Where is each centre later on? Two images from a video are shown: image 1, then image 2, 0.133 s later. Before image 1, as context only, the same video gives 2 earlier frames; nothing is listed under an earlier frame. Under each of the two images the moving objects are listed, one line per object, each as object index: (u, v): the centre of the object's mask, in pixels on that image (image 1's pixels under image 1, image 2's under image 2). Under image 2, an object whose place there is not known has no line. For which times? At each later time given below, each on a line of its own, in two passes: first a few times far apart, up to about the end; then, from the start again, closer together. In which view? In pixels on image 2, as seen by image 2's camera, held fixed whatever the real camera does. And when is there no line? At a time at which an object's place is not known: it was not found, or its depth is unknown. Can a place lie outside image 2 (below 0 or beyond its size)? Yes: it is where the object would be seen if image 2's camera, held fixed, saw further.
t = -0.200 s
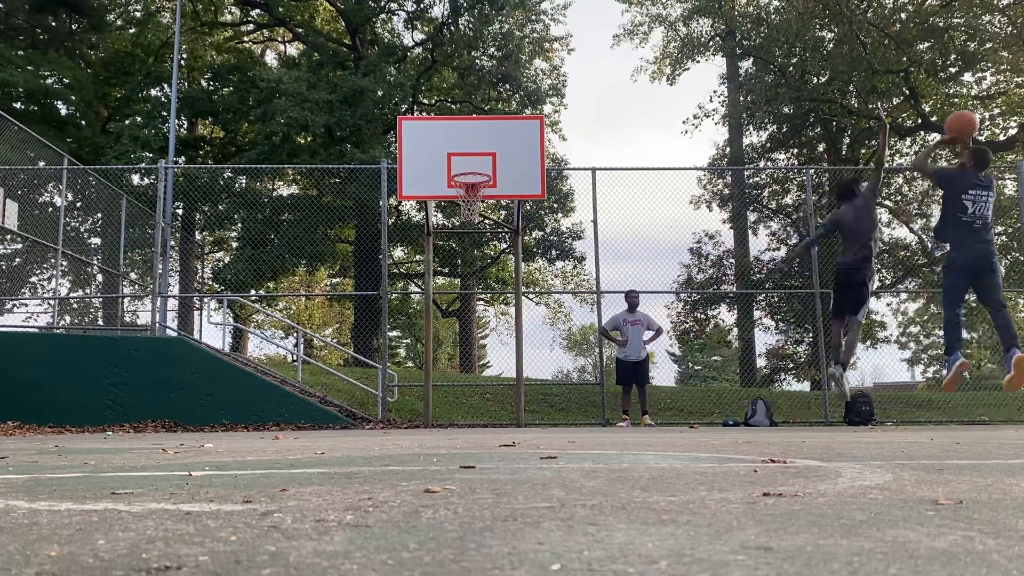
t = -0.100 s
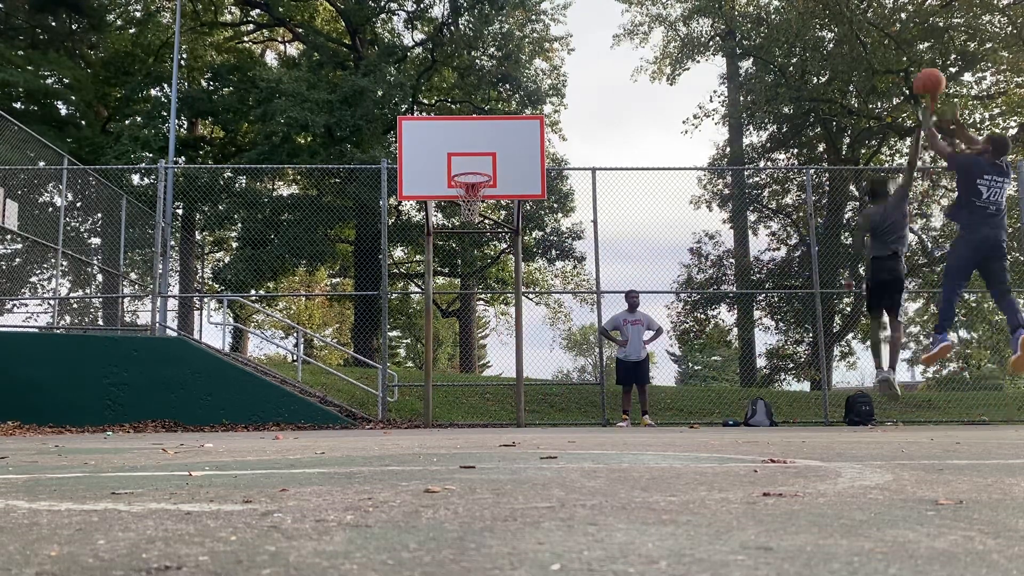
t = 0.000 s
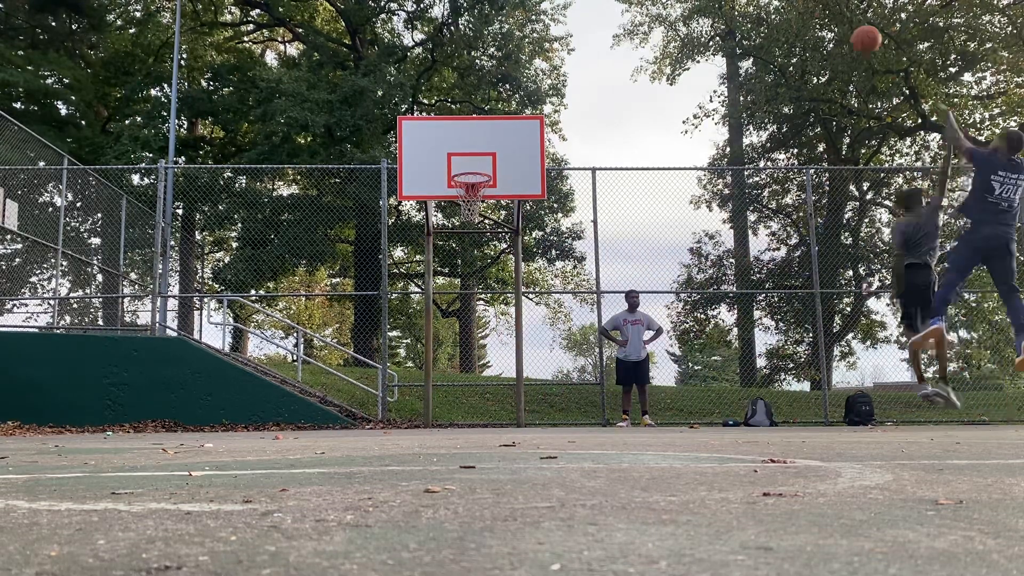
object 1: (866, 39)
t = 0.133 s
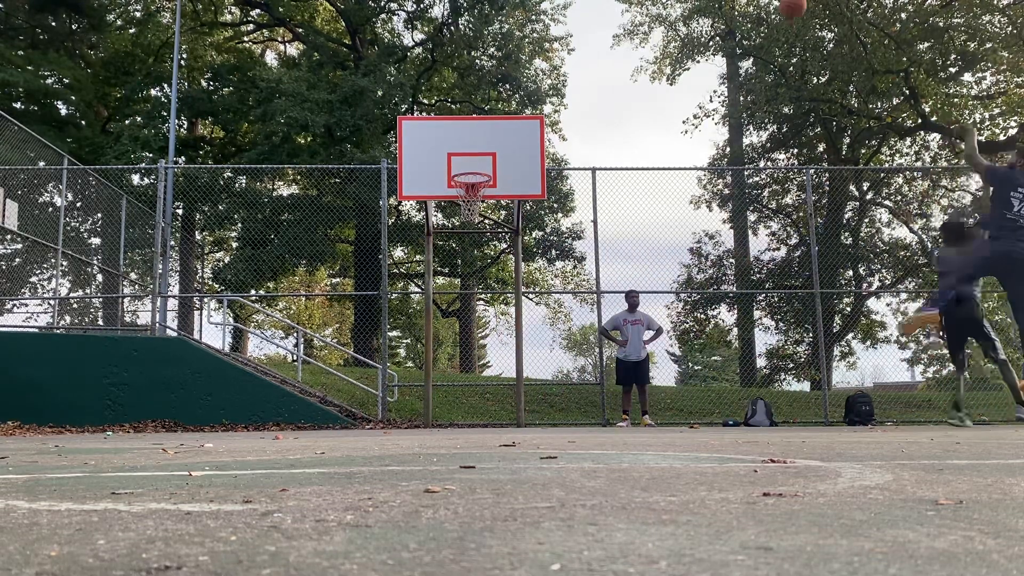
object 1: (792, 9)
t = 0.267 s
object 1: (727, 3)
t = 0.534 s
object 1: (624, 19)
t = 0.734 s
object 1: (560, 74)
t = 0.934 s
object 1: (503, 154)
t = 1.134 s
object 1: (547, 132)
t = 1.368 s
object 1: (629, 112)
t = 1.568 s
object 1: (702, 131)
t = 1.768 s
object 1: (779, 187)
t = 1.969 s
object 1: (863, 283)
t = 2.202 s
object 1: (957, 390)
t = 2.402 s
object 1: (1003, 293)
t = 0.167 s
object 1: (776, 6)
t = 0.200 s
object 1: (760, 5)
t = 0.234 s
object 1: (743, 4)
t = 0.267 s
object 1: (727, 3)
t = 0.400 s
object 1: (673, 5)
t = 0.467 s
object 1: (648, 9)
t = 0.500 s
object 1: (636, 14)
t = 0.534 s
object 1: (624, 19)
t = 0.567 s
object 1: (613, 27)
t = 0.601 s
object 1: (601, 35)
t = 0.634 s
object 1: (591, 43)
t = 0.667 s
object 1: (580, 53)
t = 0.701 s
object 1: (570, 63)
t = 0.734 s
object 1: (560, 74)
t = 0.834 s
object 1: (529, 112)
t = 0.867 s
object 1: (521, 126)
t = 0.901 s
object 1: (511, 139)
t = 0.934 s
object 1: (503, 154)
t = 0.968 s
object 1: (494, 169)
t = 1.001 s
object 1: (503, 163)
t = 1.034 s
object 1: (514, 154)
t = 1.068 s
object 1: (525, 146)
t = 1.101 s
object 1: (536, 139)
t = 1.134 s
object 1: (547, 132)
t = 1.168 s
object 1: (559, 126)
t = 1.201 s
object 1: (571, 122)
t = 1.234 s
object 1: (582, 118)
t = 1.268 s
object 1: (594, 115)
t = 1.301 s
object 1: (605, 113)
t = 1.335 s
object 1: (617, 112)
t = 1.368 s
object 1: (629, 112)
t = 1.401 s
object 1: (641, 113)
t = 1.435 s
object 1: (653, 115)
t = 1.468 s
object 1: (665, 118)
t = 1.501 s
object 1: (677, 121)
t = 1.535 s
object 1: (690, 126)
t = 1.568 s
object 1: (702, 131)
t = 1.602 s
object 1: (715, 138)
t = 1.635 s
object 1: (727, 146)
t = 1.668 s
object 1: (740, 155)
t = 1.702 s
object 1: (753, 164)
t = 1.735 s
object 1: (766, 176)
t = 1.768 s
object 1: (779, 187)
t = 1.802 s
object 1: (792, 201)
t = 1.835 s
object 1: (806, 214)
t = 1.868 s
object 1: (820, 229)
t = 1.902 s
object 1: (834, 246)
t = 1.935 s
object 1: (848, 264)
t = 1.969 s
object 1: (863, 283)
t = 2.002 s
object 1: (876, 303)
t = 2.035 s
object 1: (892, 325)
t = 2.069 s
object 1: (907, 348)
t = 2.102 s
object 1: (921, 372)
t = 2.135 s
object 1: (938, 398)
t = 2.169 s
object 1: (950, 410)
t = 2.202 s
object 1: (957, 390)
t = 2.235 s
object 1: (965, 371)
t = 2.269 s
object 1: (973, 353)
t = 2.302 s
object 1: (981, 337)
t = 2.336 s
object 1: (988, 321)
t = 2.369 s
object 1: (995, 306)
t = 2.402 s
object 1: (1003, 293)
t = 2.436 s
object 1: (1011, 280)
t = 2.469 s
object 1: (1015, 269)
